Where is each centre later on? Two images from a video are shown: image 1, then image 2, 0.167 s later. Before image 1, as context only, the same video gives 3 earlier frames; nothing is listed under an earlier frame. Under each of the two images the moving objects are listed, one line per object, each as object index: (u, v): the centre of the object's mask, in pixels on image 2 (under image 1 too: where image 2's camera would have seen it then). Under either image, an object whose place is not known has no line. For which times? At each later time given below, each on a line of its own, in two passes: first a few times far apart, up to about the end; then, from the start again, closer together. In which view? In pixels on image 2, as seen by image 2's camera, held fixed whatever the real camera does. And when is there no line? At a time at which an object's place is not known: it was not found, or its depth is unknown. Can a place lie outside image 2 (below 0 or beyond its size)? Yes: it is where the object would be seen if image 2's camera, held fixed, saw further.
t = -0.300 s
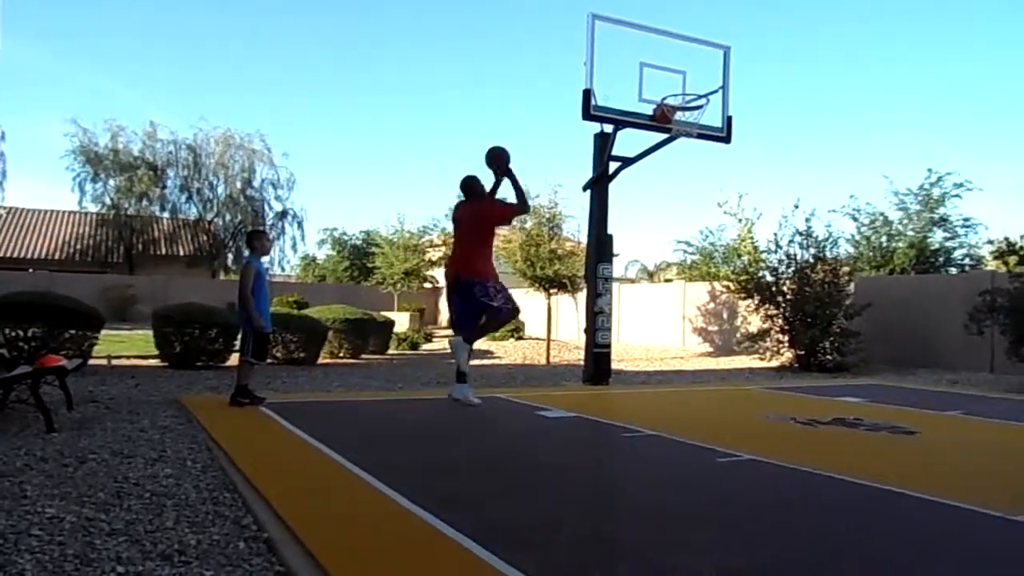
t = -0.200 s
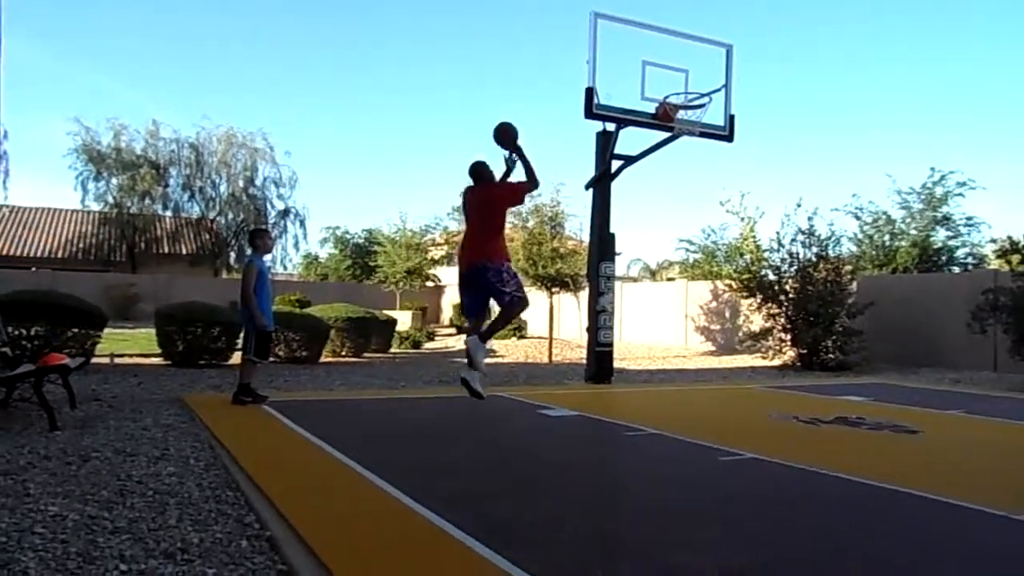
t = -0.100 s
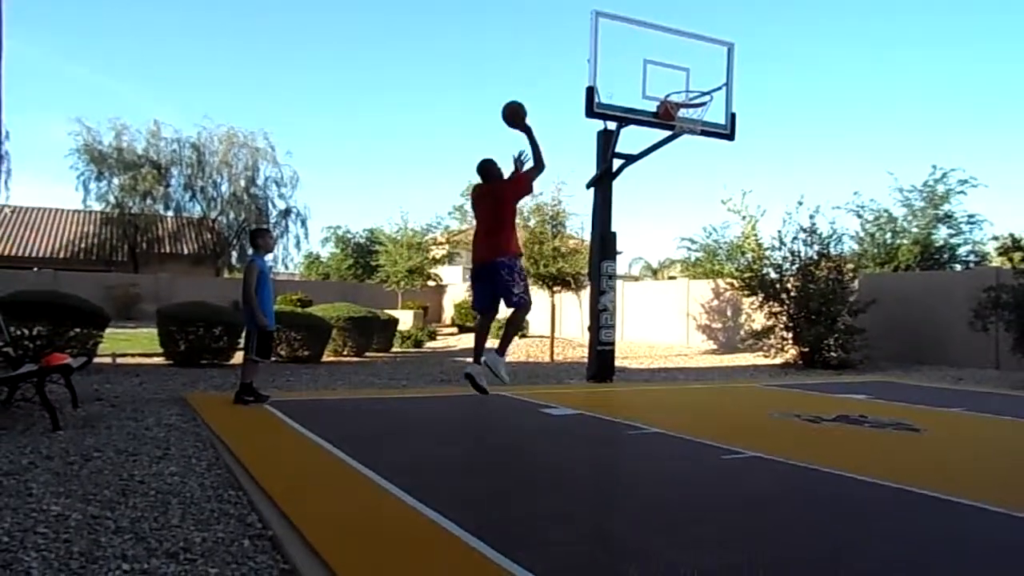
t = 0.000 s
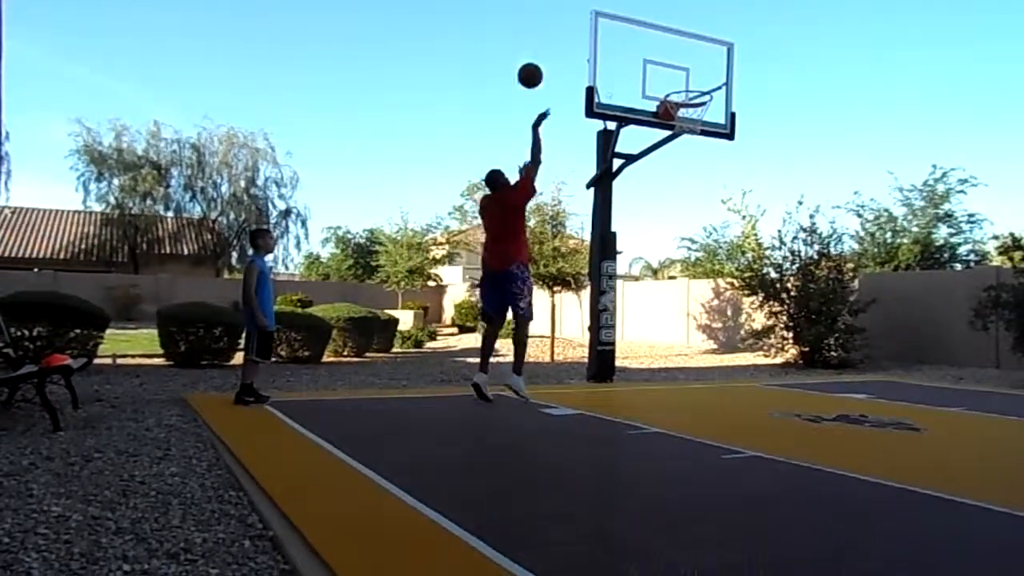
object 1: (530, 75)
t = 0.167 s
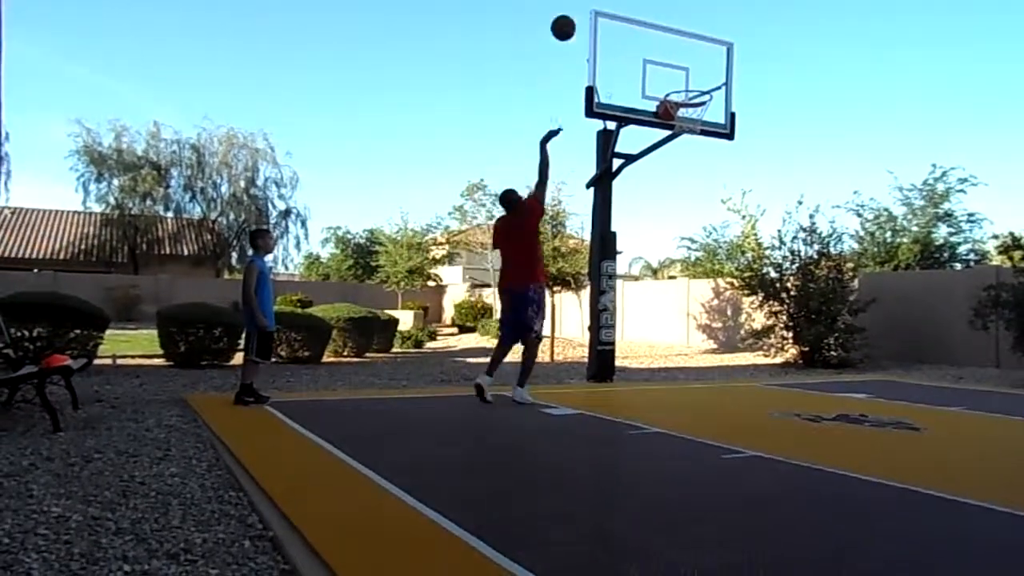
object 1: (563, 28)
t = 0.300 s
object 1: (588, 11)
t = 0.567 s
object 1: (634, 33)
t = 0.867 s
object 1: (680, 138)
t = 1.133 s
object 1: (716, 291)
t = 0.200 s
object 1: (569, 22)
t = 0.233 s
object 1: (576, 17)
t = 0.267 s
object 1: (582, 14)
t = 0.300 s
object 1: (588, 11)
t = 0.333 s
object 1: (594, 11)
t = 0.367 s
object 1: (600, 11)
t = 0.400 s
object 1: (606, 11)
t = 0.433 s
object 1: (611, 13)
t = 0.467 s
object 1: (617, 17)
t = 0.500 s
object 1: (623, 21)
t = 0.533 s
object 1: (628, 27)
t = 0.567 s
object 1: (634, 33)
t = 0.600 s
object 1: (639, 41)
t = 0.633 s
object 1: (644, 50)
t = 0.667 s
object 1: (650, 59)
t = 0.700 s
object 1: (655, 70)
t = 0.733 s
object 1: (660, 81)
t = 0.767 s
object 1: (665, 93)
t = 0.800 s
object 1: (669, 108)
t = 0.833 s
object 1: (674, 119)
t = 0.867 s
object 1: (680, 138)
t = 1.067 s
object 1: (708, 248)
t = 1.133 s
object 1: (716, 291)
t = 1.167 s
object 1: (720, 314)
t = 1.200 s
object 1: (724, 339)
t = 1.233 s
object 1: (729, 362)
